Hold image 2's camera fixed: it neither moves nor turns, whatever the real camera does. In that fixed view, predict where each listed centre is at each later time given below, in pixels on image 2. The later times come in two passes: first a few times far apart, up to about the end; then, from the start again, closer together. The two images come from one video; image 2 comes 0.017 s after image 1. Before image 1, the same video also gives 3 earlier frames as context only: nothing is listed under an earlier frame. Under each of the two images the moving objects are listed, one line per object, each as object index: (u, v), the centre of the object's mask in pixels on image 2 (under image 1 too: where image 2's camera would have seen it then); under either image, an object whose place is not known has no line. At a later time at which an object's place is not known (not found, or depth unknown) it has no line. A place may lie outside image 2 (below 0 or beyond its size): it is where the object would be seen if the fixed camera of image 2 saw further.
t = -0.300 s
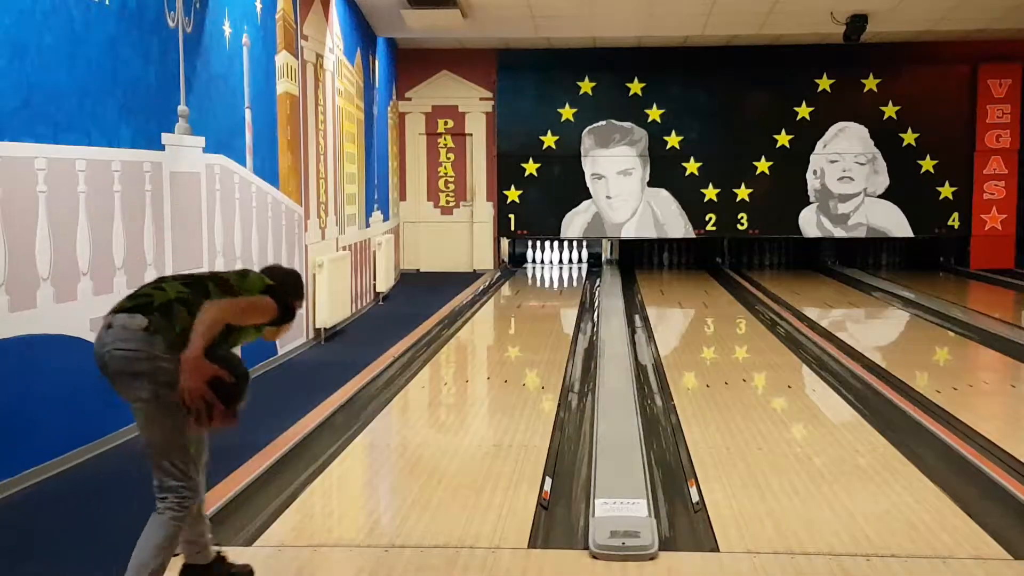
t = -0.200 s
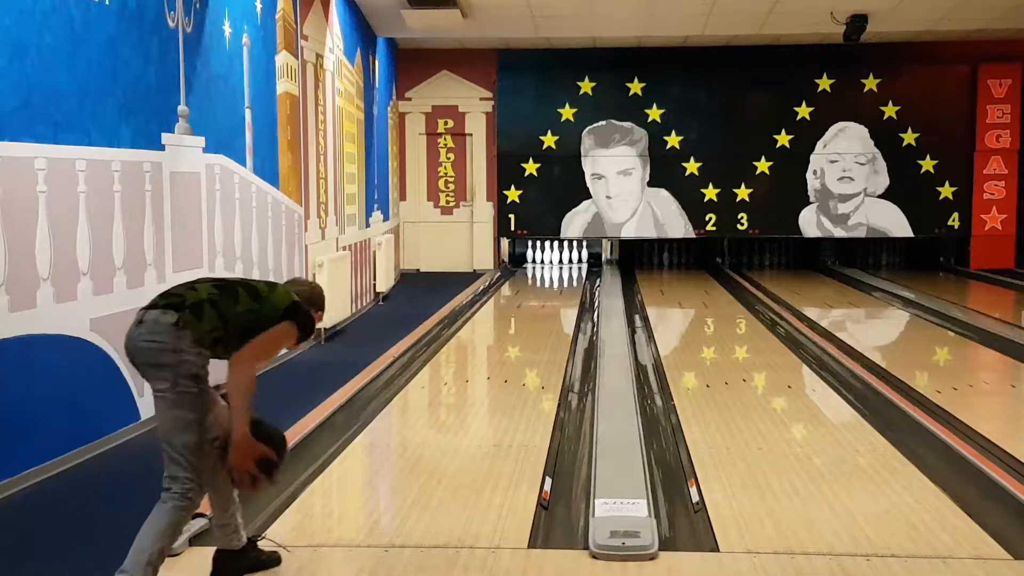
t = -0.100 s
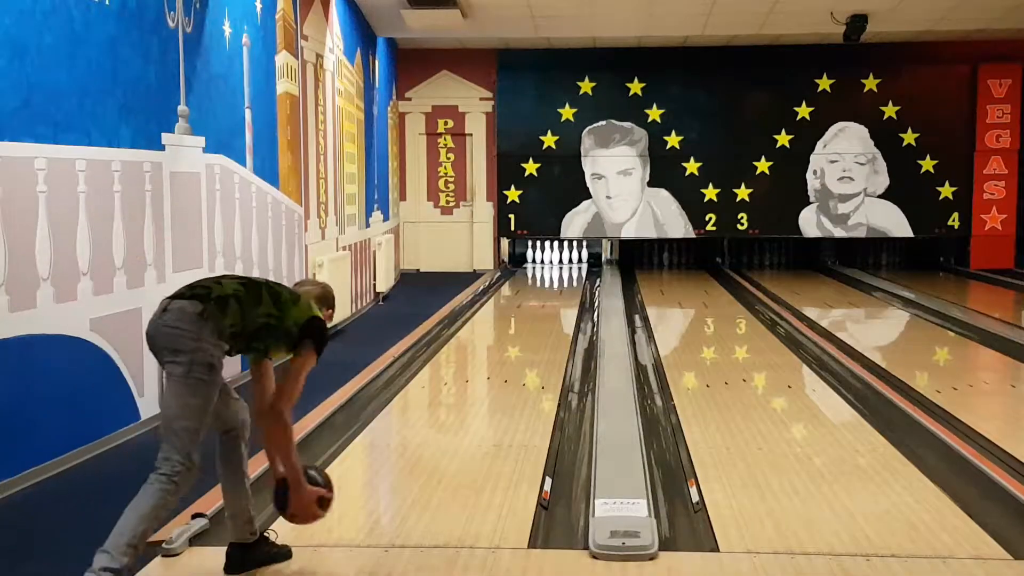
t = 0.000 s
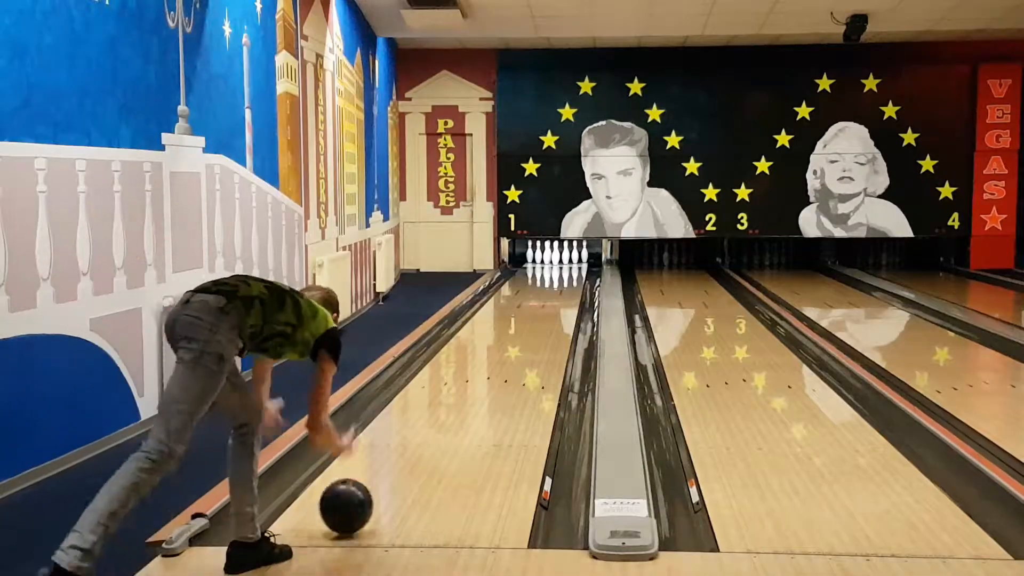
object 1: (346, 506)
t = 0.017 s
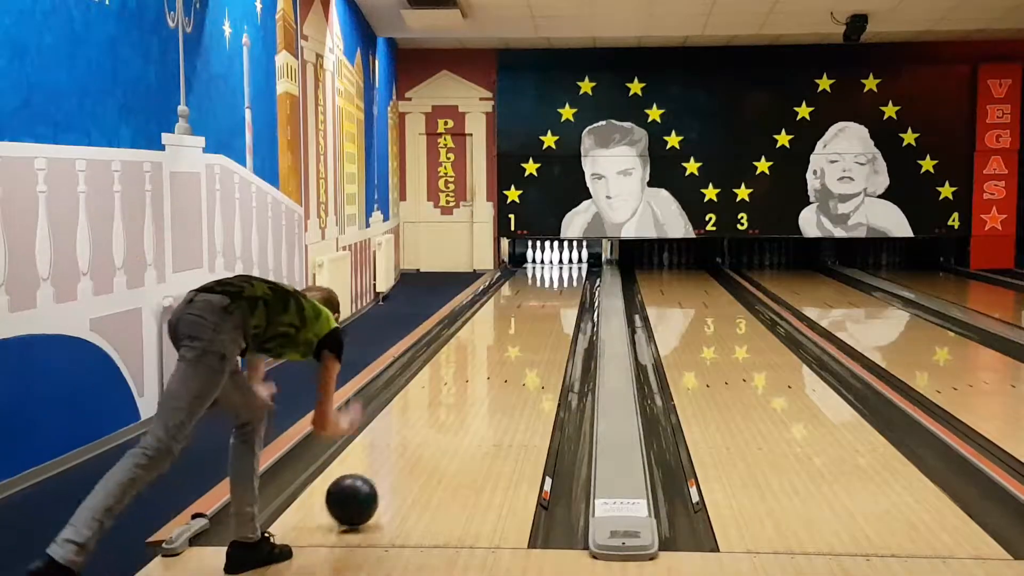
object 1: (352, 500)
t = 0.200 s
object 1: (404, 453)
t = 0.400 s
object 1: (445, 414)
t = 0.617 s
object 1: (476, 383)
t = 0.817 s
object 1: (497, 361)
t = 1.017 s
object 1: (513, 344)
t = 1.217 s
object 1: (525, 330)
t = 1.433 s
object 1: (537, 317)
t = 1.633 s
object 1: (545, 306)
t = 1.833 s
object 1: (551, 298)
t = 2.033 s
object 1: (557, 291)
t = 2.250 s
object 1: (560, 283)
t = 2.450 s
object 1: (562, 277)
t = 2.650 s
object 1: (562, 273)
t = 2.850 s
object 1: (561, 268)
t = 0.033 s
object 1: (357, 494)
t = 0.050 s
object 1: (363, 488)
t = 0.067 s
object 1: (368, 483)
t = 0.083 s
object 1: (373, 480)
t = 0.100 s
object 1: (378, 477)
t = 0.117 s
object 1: (382, 473)
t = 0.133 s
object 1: (387, 469)
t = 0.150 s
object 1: (391, 465)
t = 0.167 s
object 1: (396, 460)
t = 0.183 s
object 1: (400, 457)
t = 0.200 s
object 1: (404, 453)
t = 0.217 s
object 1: (408, 449)
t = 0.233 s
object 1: (412, 446)
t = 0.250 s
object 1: (415, 442)
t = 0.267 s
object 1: (419, 439)
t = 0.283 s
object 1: (422, 436)
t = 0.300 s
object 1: (426, 432)
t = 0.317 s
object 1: (429, 429)
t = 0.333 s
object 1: (432, 426)
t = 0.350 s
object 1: (436, 422)
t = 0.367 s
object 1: (439, 420)
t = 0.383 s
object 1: (441, 417)
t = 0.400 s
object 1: (445, 414)
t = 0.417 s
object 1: (447, 411)
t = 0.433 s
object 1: (450, 409)
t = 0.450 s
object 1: (453, 406)
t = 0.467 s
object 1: (455, 403)
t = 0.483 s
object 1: (458, 401)
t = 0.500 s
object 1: (460, 398)
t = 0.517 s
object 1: (462, 396)
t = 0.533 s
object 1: (465, 394)
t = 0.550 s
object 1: (467, 391)
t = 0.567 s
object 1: (469, 389)
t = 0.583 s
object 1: (471, 387)
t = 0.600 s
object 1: (474, 385)
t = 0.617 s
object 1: (476, 383)
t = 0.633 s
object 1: (478, 381)
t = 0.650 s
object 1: (480, 379)
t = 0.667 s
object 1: (482, 377)
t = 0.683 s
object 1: (484, 375)
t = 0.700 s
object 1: (486, 373)
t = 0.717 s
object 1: (487, 371)
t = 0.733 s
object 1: (489, 370)
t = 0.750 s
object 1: (491, 368)
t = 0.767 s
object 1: (492, 366)
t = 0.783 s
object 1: (494, 365)
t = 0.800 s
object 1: (496, 363)
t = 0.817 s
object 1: (497, 361)
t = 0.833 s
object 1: (499, 360)
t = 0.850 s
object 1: (500, 358)
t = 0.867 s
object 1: (502, 357)
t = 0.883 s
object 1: (503, 355)
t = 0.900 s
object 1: (504, 354)
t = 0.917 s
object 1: (506, 352)
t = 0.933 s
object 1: (507, 350)
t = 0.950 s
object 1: (508, 349)
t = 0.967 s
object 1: (509, 348)
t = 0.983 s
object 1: (511, 346)
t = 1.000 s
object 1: (512, 345)
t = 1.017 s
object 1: (513, 344)
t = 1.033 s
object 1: (514, 342)
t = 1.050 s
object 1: (515, 341)
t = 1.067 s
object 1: (517, 340)
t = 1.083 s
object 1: (518, 338)
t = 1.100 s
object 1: (519, 337)
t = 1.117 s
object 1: (520, 336)
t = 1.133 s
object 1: (521, 335)
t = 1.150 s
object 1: (522, 334)
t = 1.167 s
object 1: (523, 333)
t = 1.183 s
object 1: (524, 332)
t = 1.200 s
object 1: (525, 331)
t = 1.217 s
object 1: (525, 330)
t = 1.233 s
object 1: (527, 329)
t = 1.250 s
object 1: (528, 327)
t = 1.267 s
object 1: (529, 326)
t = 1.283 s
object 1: (529, 325)
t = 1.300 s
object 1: (530, 324)
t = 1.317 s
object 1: (531, 323)
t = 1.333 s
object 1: (532, 322)
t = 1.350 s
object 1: (533, 321)
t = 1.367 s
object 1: (533, 320)
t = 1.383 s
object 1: (534, 319)
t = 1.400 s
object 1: (535, 318)
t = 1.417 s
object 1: (536, 317)
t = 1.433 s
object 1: (537, 317)
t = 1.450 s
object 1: (537, 316)
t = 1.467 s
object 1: (538, 315)
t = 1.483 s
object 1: (539, 314)
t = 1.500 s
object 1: (539, 313)
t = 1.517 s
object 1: (540, 312)
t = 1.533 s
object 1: (541, 311)
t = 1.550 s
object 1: (541, 310)
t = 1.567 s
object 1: (542, 310)
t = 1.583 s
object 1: (543, 309)
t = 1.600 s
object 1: (543, 308)
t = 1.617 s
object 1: (544, 307)
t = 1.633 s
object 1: (545, 306)
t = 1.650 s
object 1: (545, 306)
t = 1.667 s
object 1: (546, 305)
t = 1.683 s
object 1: (546, 304)
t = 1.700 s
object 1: (547, 304)
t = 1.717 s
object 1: (547, 303)
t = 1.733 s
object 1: (548, 302)
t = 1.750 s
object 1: (548, 301)
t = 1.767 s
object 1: (549, 301)
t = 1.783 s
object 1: (550, 300)
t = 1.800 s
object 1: (550, 299)
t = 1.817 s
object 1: (551, 299)
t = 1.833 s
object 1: (551, 298)
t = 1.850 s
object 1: (552, 297)
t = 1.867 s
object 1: (552, 297)
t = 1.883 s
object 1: (553, 296)
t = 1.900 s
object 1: (553, 295)
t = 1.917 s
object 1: (554, 295)
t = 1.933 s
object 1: (554, 294)
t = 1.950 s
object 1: (554, 293)
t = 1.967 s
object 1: (555, 293)
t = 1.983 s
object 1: (555, 292)
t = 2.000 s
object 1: (556, 292)
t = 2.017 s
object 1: (556, 291)
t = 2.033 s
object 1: (557, 291)
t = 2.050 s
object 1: (557, 290)
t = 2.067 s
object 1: (557, 289)
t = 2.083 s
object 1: (557, 289)
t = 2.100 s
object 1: (558, 288)
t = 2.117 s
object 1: (558, 288)
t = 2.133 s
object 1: (558, 287)
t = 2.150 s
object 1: (559, 287)
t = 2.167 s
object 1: (559, 286)
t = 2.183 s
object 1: (559, 285)
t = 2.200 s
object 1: (560, 285)
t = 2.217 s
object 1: (560, 284)
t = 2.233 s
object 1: (560, 284)
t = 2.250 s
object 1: (560, 283)
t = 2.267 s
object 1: (561, 283)
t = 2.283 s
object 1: (561, 282)
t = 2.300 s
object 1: (561, 282)
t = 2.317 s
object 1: (561, 282)
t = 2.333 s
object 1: (561, 281)
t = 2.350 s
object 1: (561, 280)
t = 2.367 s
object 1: (562, 280)
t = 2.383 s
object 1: (562, 279)
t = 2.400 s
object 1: (562, 279)
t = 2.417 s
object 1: (562, 278)
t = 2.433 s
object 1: (562, 278)
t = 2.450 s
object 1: (562, 277)
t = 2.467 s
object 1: (562, 277)
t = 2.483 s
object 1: (563, 277)
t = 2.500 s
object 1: (562, 276)
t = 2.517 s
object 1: (563, 276)
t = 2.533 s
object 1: (562, 275)
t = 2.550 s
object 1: (563, 275)
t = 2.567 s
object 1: (562, 274)
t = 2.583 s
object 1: (562, 274)
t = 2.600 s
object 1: (562, 274)
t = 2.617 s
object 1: (562, 273)
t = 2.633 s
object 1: (562, 273)
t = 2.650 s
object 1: (562, 273)
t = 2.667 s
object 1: (562, 272)
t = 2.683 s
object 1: (561, 272)
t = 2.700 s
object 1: (561, 272)
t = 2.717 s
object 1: (561, 271)
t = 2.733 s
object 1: (561, 271)
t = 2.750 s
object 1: (561, 270)
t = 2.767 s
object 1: (561, 270)
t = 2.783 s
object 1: (561, 270)
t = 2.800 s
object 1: (561, 270)
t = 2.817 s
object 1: (561, 270)
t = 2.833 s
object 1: (561, 269)
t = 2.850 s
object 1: (561, 268)
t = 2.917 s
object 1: (560, 267)
